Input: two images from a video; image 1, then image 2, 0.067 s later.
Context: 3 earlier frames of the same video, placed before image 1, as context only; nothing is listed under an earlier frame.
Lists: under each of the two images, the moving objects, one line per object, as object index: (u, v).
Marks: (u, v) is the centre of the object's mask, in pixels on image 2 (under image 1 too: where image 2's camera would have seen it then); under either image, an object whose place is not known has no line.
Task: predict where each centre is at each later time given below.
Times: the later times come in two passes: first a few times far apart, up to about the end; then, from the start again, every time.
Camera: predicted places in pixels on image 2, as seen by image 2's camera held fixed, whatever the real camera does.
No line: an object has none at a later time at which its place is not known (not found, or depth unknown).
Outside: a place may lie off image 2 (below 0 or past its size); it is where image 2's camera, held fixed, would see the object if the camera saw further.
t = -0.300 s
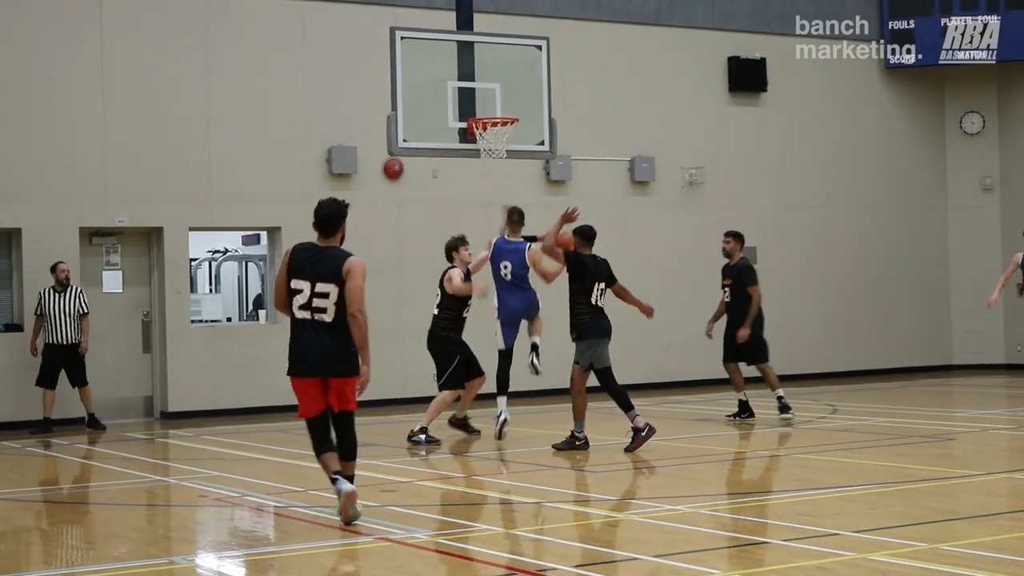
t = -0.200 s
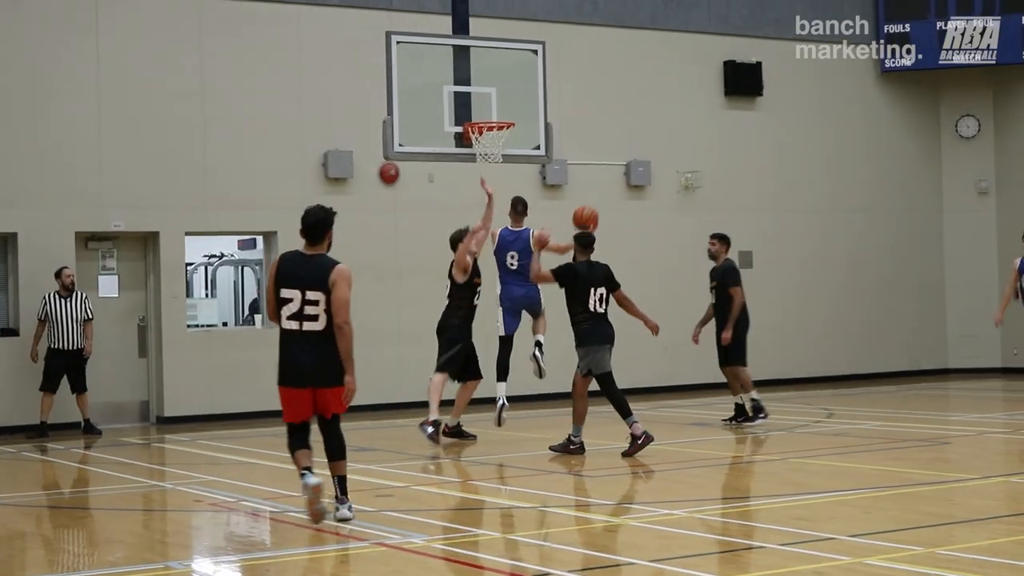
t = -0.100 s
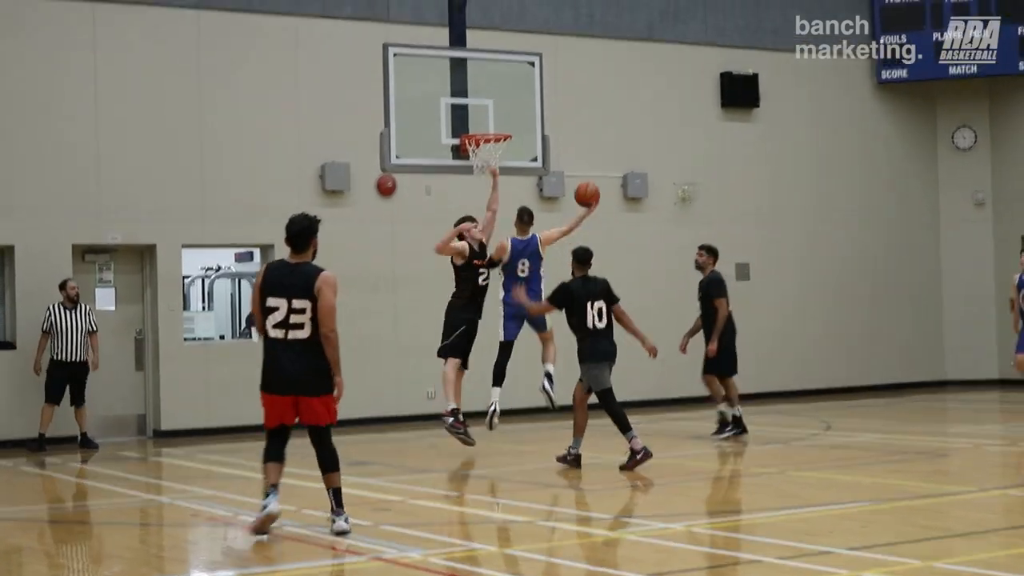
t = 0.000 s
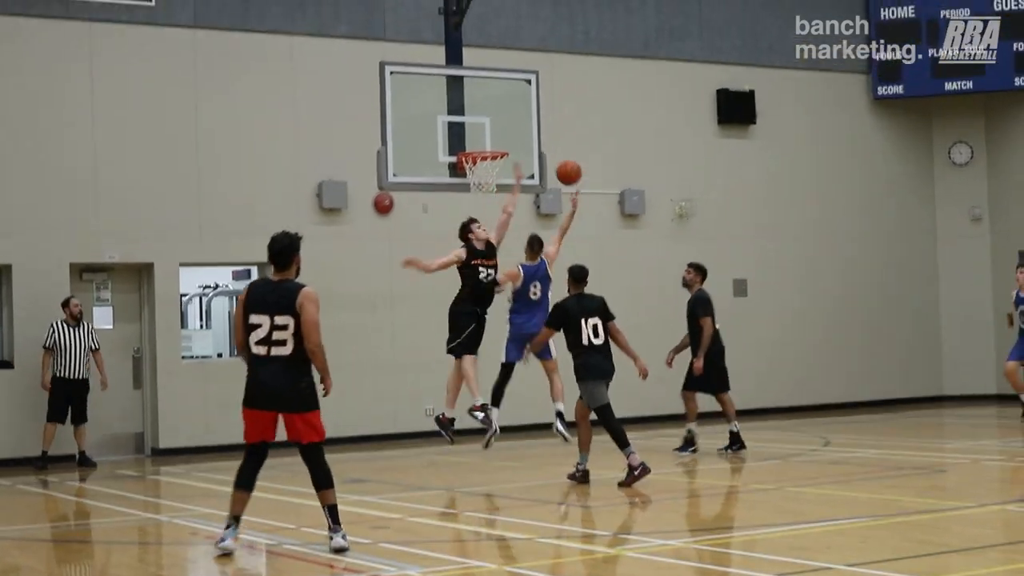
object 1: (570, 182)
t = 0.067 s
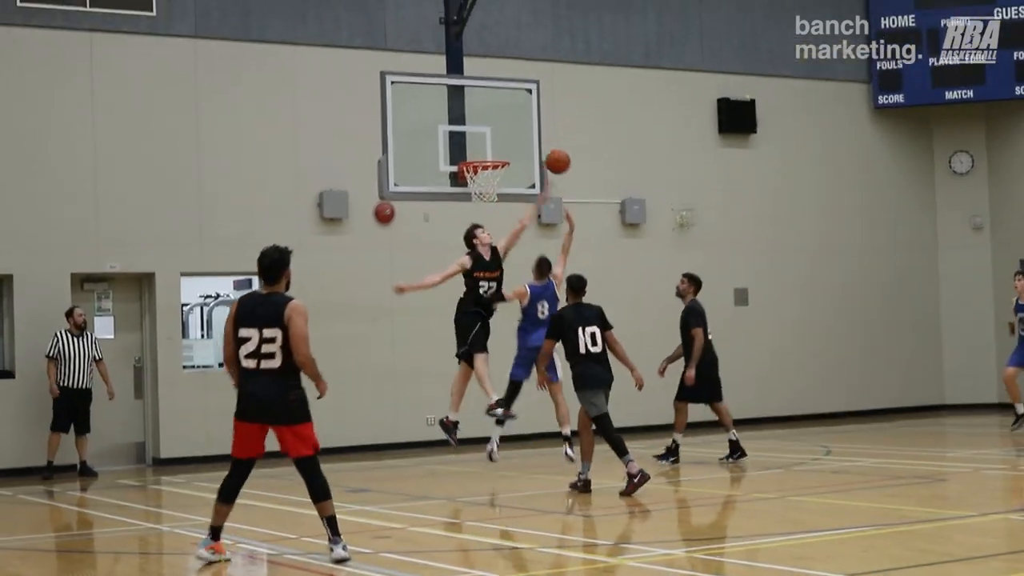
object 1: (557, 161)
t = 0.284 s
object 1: (520, 128)
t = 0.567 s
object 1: (478, 152)
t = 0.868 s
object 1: (489, 140)
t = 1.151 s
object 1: (479, 176)
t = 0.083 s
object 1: (554, 157)
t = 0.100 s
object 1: (552, 153)
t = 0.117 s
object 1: (549, 149)
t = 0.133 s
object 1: (546, 146)
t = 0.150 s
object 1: (543, 143)
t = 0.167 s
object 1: (540, 140)
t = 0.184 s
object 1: (537, 137)
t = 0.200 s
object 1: (534, 135)
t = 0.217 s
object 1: (532, 133)
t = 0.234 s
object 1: (529, 131)
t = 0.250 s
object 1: (526, 130)
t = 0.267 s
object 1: (523, 129)
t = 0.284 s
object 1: (520, 128)
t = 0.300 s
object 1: (518, 127)
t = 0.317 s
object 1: (515, 127)
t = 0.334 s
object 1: (513, 127)
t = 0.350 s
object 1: (510, 127)
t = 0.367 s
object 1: (508, 128)
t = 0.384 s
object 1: (505, 128)
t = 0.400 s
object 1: (503, 130)
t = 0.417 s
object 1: (500, 131)
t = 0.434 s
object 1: (498, 132)
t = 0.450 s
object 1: (495, 134)
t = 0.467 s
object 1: (493, 136)
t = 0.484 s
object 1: (491, 138)
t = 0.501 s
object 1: (488, 141)
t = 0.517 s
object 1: (485, 144)
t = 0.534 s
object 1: (483, 147)
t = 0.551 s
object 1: (481, 150)
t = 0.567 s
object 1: (478, 152)
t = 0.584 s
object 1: (477, 154)
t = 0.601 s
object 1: (478, 154)
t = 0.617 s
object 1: (481, 153)
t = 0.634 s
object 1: (484, 153)
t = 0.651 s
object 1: (487, 152)
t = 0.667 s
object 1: (490, 152)
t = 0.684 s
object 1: (493, 152)
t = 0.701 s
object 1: (496, 152)
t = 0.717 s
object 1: (496, 151)
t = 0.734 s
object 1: (495, 149)
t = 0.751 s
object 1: (495, 147)
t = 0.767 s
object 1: (494, 146)
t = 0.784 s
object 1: (493, 144)
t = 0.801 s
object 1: (492, 143)
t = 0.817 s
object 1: (491, 142)
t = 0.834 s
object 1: (490, 141)
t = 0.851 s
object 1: (490, 141)
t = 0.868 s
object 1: (489, 140)
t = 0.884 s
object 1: (489, 140)
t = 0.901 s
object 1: (488, 140)
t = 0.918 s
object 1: (487, 141)
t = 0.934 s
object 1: (486, 142)
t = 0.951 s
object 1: (486, 143)
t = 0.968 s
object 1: (485, 144)
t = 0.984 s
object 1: (485, 146)
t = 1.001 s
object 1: (484, 148)
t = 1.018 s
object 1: (483, 150)
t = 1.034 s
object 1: (483, 151)
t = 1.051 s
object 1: (482, 152)
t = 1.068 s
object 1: (482, 154)
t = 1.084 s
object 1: (481, 156)
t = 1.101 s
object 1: (480, 164)
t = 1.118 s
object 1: (480, 168)
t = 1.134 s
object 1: (480, 174)
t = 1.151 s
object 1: (479, 176)
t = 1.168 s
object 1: (479, 178)
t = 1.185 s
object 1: (480, 183)
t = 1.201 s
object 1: (480, 185)
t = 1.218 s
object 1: (480, 186)
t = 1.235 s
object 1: (480, 189)
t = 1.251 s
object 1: (480, 191)
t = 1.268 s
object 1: (481, 193)
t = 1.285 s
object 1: (481, 196)
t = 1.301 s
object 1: (482, 199)
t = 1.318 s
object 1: (482, 206)
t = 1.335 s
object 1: (482, 208)
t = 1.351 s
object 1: (483, 211)
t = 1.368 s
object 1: (484, 214)
